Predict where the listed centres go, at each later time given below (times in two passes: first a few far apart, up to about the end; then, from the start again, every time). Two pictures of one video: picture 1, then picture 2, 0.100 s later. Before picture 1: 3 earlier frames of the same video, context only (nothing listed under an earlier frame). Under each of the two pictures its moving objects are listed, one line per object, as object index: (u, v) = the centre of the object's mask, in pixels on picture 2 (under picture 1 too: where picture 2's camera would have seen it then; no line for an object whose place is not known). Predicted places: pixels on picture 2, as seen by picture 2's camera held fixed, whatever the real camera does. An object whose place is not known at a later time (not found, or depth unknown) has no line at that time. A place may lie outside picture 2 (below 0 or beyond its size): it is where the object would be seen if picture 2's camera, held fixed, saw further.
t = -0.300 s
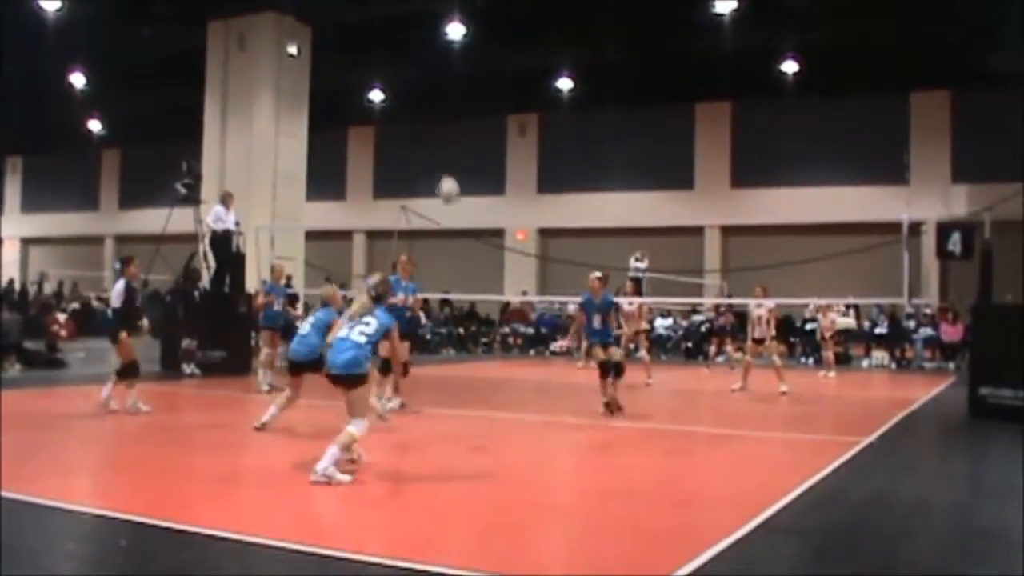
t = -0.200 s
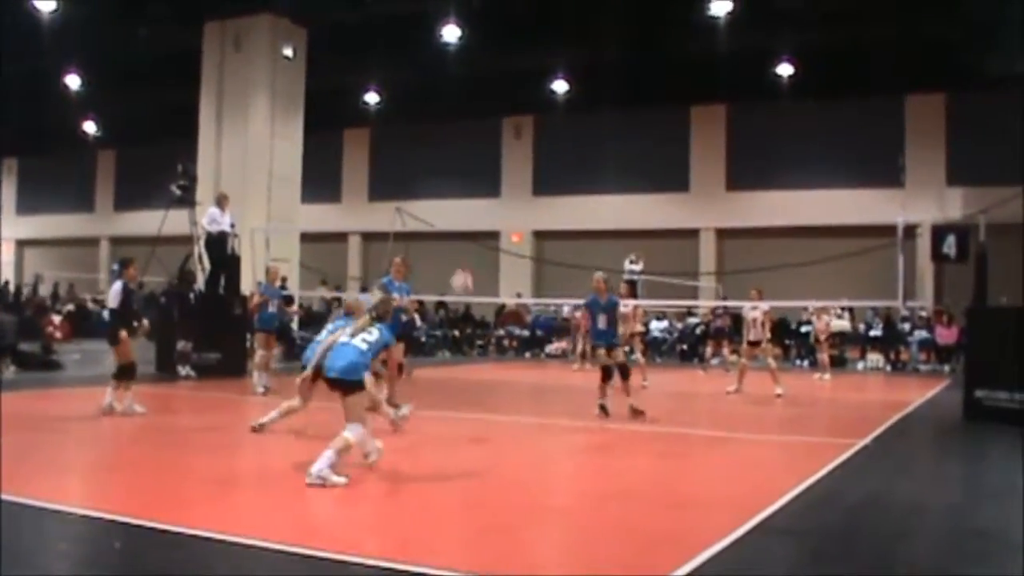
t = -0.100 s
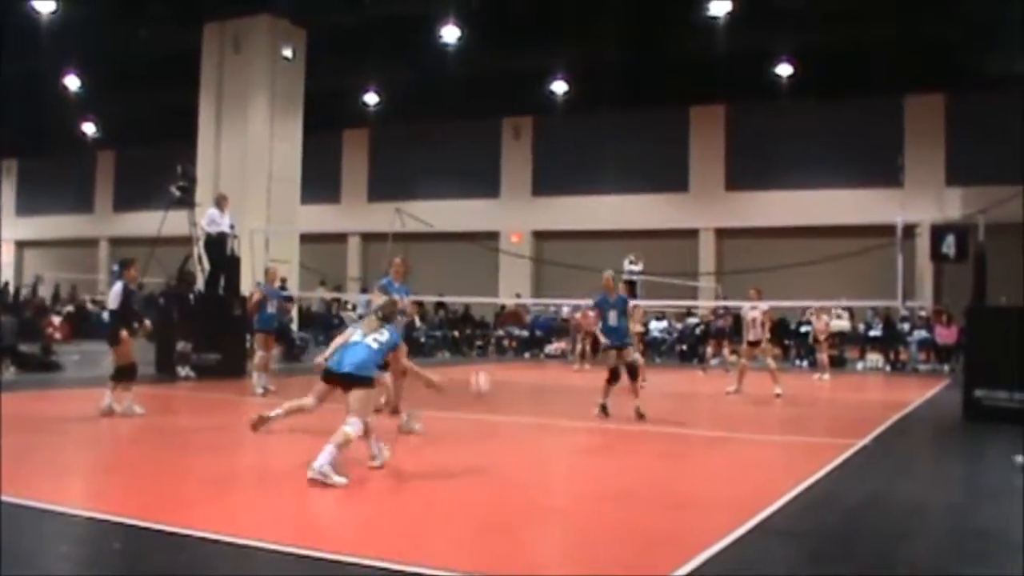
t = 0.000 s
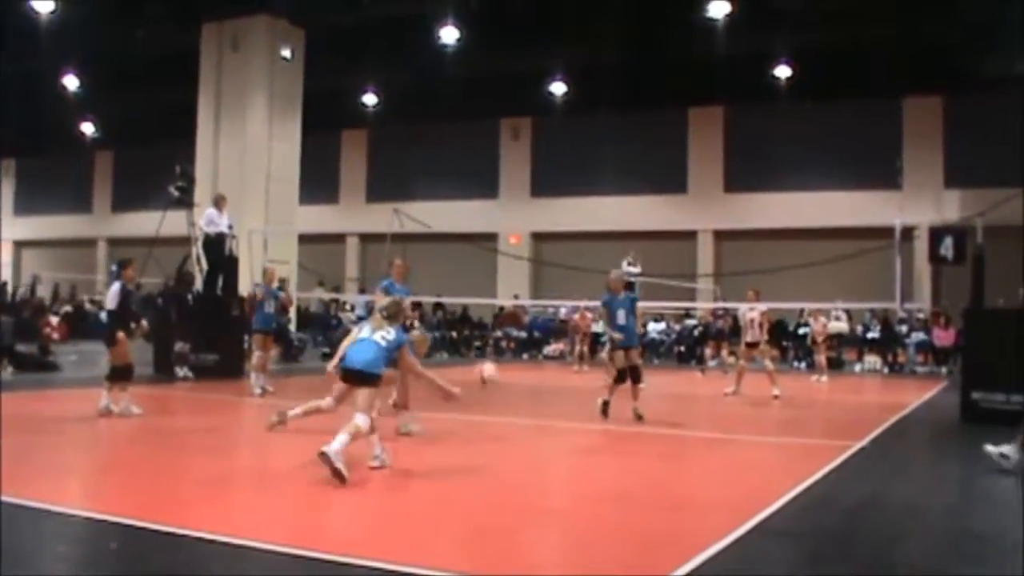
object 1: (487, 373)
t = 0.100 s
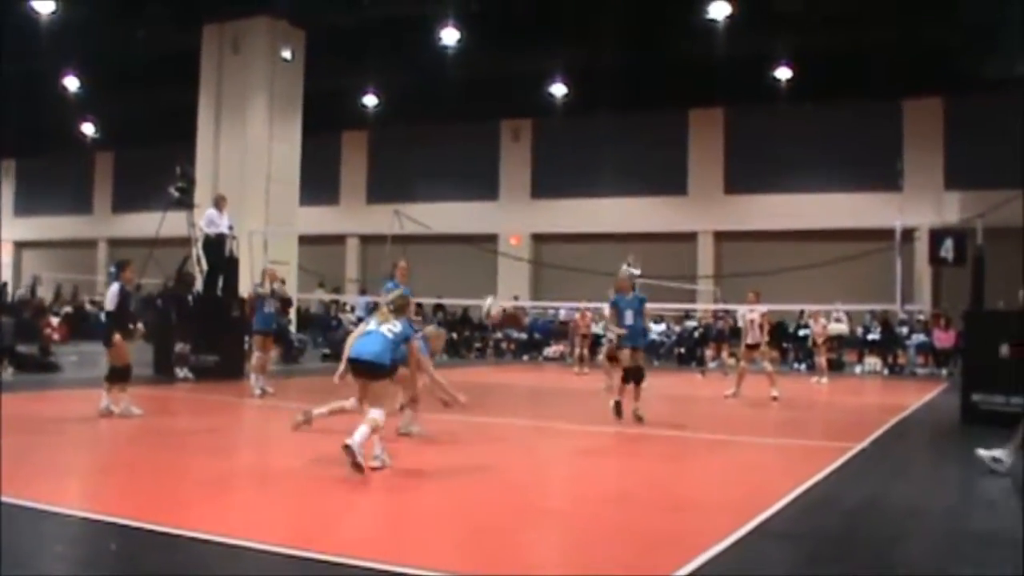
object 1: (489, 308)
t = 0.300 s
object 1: (499, 206)
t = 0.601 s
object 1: (506, 140)
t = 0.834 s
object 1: (510, 155)
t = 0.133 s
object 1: (491, 287)
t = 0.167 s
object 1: (492, 268)
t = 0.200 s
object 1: (495, 252)
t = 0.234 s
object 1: (497, 237)
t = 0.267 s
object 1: (498, 220)
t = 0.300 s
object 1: (499, 206)
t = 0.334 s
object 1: (499, 192)
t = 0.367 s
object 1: (500, 182)
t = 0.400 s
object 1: (501, 172)
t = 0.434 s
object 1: (502, 164)
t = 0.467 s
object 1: (503, 157)
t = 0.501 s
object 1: (504, 150)
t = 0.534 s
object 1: (504, 145)
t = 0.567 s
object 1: (505, 142)
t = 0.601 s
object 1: (506, 140)
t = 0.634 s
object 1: (507, 138)
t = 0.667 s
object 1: (507, 138)
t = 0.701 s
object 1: (507, 139)
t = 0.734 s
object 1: (509, 141)
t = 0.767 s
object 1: (509, 145)
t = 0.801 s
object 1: (510, 150)
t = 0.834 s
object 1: (510, 155)
